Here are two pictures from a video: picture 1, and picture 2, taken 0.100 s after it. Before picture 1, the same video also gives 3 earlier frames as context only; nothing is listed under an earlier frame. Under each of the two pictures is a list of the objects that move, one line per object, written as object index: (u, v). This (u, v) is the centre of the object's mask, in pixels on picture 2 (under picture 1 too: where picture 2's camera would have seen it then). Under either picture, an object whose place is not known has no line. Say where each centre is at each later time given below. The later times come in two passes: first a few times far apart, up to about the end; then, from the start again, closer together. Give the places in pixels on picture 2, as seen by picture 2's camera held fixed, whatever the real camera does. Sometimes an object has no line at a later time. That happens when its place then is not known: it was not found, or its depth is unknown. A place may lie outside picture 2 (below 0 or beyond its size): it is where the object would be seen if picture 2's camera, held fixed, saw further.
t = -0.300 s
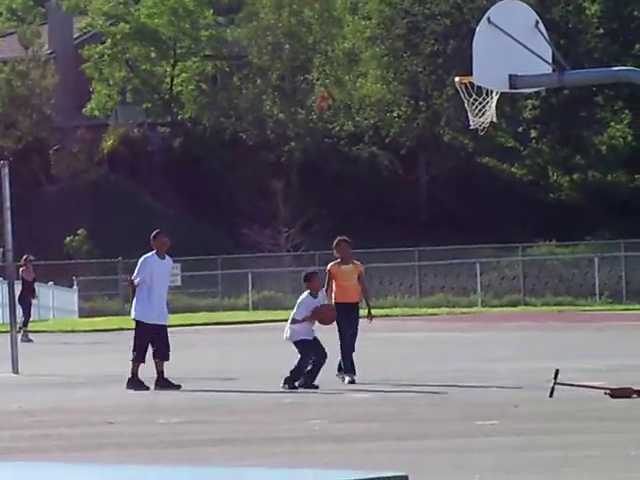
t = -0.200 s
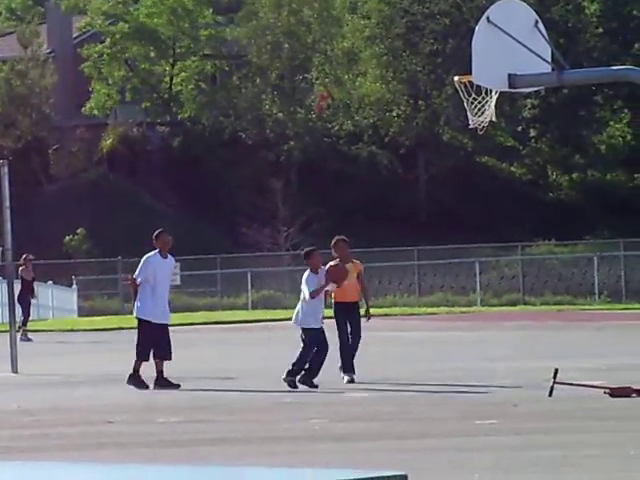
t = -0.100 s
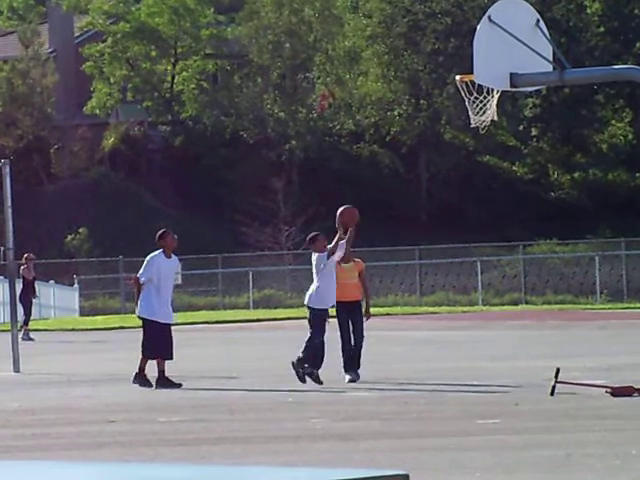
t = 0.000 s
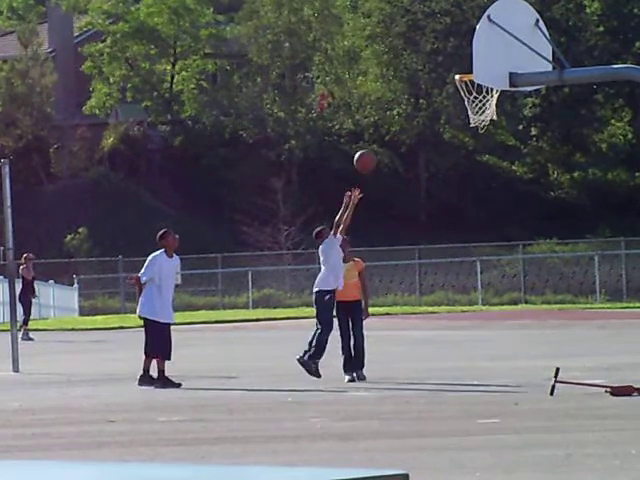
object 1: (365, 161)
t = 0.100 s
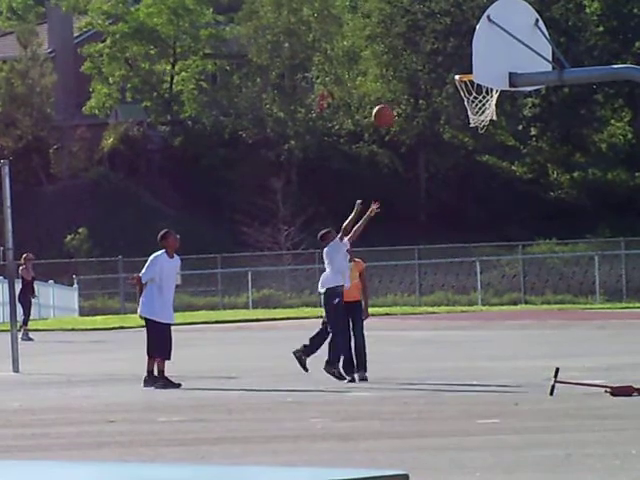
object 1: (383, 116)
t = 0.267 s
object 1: (416, 62)
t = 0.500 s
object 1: (463, 31)
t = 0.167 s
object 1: (396, 91)
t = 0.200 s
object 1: (403, 80)
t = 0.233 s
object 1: (410, 70)
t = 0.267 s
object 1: (416, 62)
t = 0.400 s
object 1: (443, 38)
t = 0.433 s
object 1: (450, 34)
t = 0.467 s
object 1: (457, 32)
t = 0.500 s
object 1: (463, 31)
